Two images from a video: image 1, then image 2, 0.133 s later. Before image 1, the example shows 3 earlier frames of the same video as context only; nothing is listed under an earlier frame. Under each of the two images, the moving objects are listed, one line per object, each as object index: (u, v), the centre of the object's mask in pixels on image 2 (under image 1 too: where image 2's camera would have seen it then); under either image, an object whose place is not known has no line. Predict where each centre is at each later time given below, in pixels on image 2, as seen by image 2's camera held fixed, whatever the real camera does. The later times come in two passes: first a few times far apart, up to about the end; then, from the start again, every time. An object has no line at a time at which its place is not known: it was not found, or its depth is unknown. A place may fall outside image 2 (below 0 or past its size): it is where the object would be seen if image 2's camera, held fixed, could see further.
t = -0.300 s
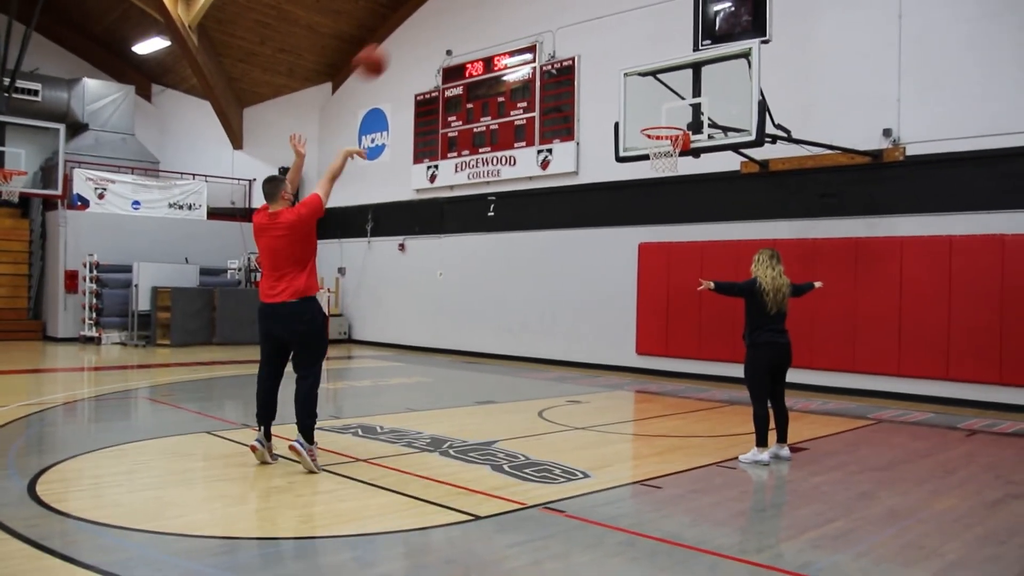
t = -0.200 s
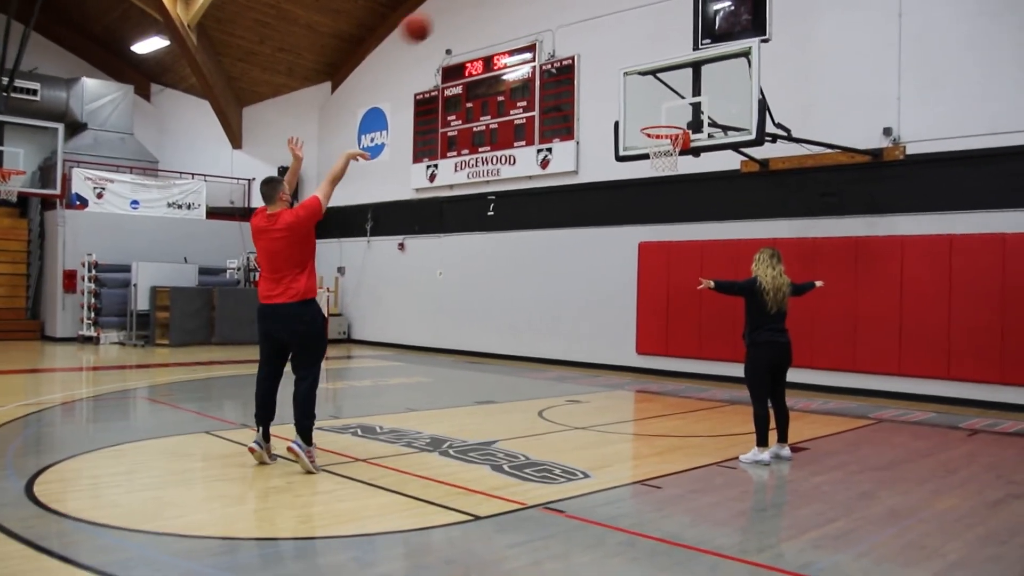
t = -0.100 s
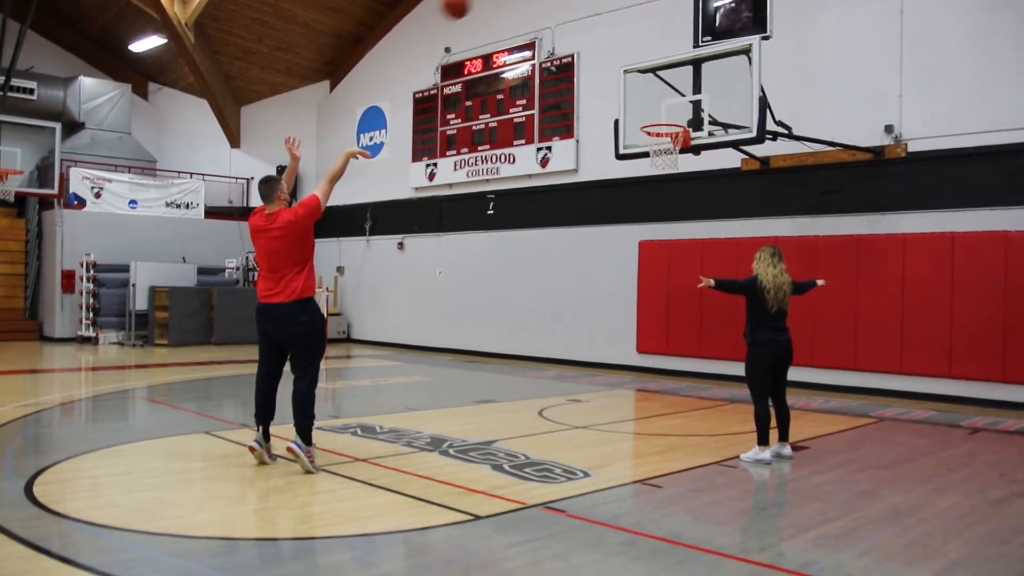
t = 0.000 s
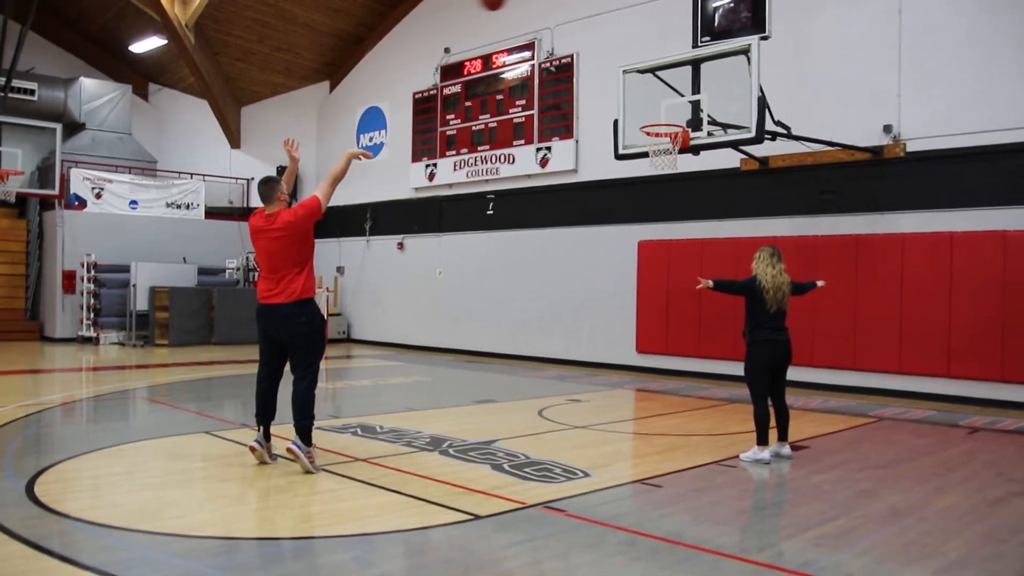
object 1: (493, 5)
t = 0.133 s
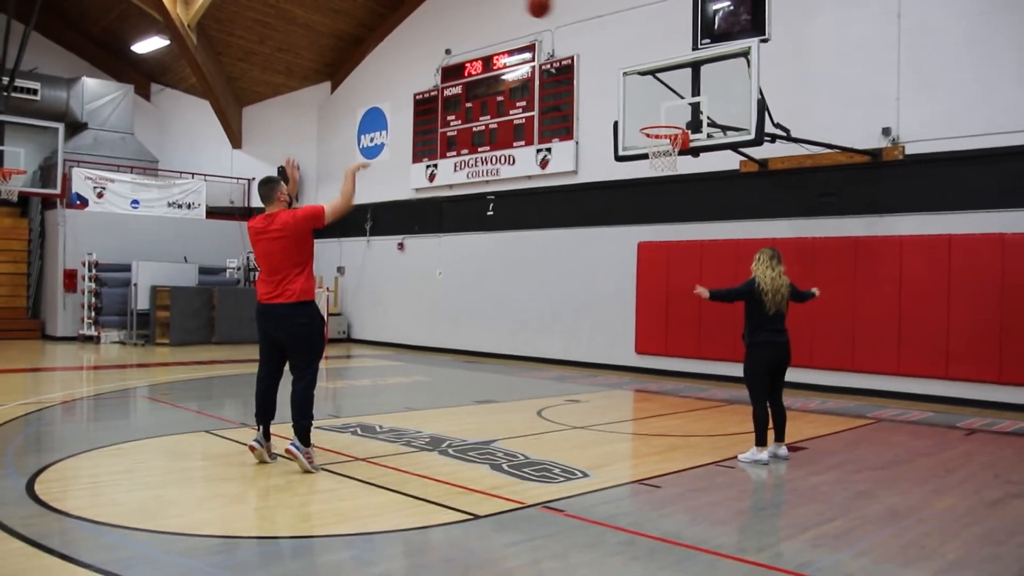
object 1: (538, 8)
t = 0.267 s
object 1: (580, 26)
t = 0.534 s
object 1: (649, 115)
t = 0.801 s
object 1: (630, 82)
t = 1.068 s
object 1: (604, 113)
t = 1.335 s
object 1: (572, 233)
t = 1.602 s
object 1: (531, 434)
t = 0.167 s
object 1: (549, 10)
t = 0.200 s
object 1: (560, 13)
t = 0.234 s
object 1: (570, 19)
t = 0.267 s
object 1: (580, 26)
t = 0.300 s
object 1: (589, 33)
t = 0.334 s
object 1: (598, 43)
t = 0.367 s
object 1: (607, 52)
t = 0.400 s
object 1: (616, 63)
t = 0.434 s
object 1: (624, 76)
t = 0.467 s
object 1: (633, 89)
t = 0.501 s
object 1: (641, 101)
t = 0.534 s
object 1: (649, 115)
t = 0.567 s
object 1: (648, 111)
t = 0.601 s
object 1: (646, 104)
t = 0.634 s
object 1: (643, 98)
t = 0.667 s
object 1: (641, 93)
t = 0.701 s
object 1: (638, 89)
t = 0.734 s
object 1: (635, 85)
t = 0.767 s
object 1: (633, 83)
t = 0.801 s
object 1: (630, 82)
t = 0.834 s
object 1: (627, 82)
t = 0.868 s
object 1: (624, 83)
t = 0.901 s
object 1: (621, 84)
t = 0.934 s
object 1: (618, 87)
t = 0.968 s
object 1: (615, 92)
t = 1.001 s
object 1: (611, 97)
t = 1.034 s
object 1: (608, 104)
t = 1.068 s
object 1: (604, 113)
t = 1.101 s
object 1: (601, 123)
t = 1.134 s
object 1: (597, 134)
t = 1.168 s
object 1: (593, 146)
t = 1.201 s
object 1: (589, 161)
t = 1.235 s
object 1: (585, 181)
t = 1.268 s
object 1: (580, 198)
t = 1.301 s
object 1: (576, 212)
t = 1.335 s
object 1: (572, 233)
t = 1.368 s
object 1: (567, 257)
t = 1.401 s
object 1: (562, 282)
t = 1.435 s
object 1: (557, 308)
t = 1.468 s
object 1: (552, 336)
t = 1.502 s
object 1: (545, 371)
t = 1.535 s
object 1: (540, 401)
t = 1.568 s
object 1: (534, 438)
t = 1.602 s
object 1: (531, 434)
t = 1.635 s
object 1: (530, 413)
